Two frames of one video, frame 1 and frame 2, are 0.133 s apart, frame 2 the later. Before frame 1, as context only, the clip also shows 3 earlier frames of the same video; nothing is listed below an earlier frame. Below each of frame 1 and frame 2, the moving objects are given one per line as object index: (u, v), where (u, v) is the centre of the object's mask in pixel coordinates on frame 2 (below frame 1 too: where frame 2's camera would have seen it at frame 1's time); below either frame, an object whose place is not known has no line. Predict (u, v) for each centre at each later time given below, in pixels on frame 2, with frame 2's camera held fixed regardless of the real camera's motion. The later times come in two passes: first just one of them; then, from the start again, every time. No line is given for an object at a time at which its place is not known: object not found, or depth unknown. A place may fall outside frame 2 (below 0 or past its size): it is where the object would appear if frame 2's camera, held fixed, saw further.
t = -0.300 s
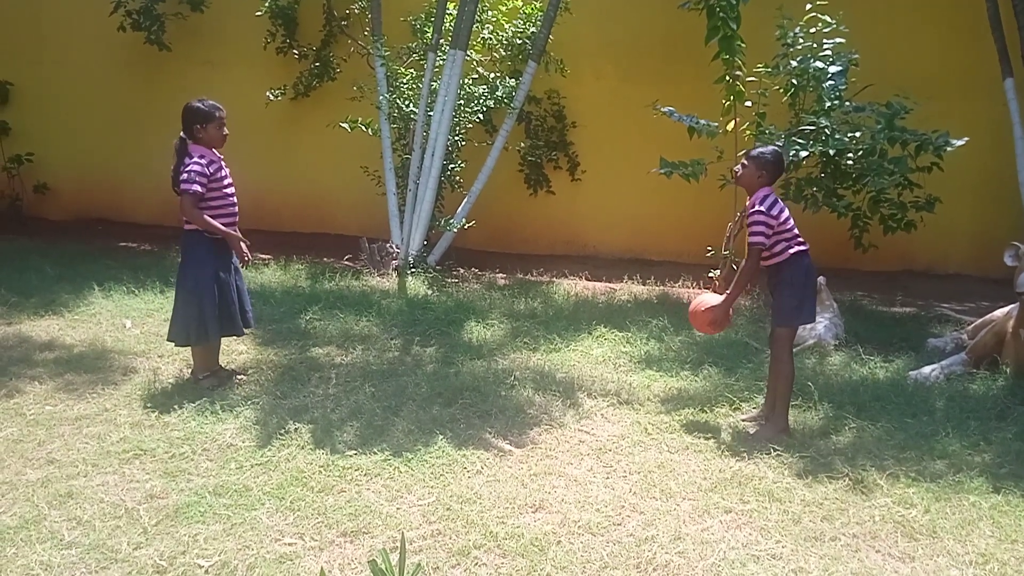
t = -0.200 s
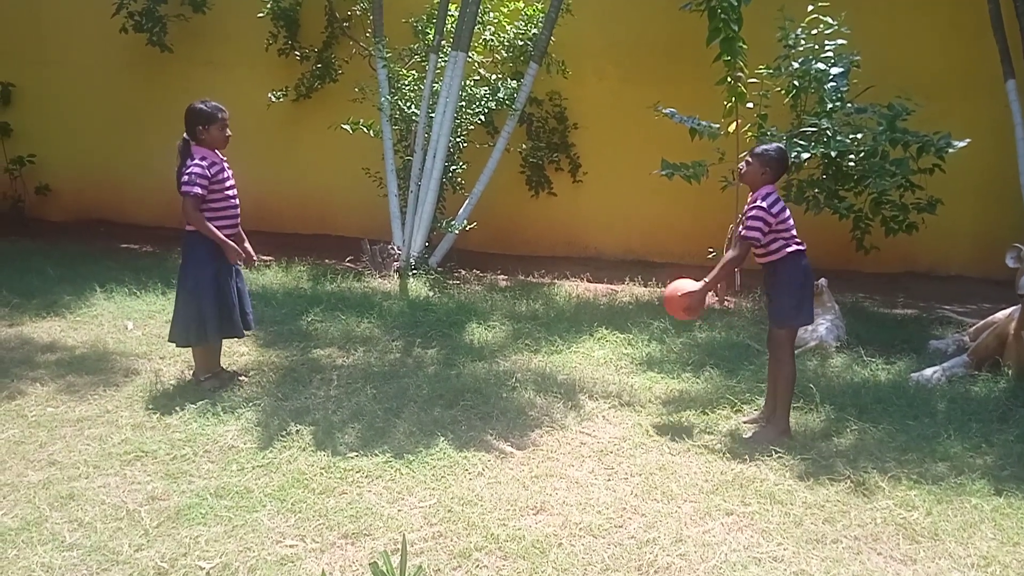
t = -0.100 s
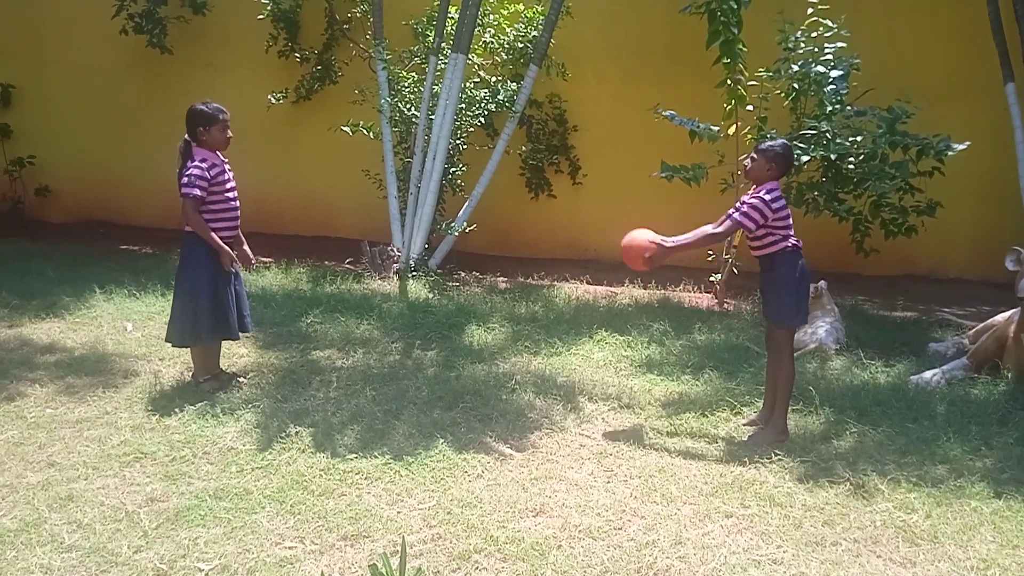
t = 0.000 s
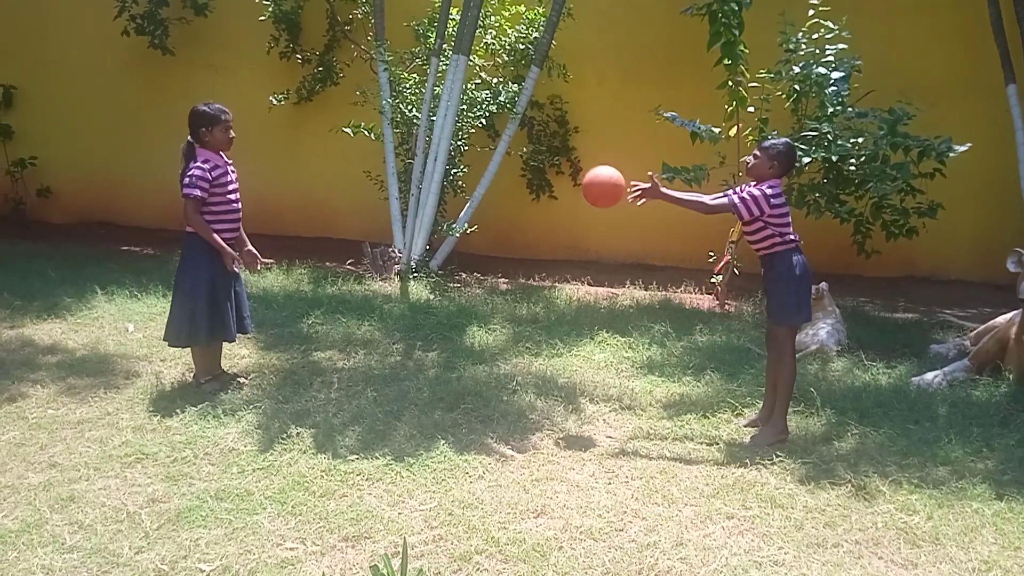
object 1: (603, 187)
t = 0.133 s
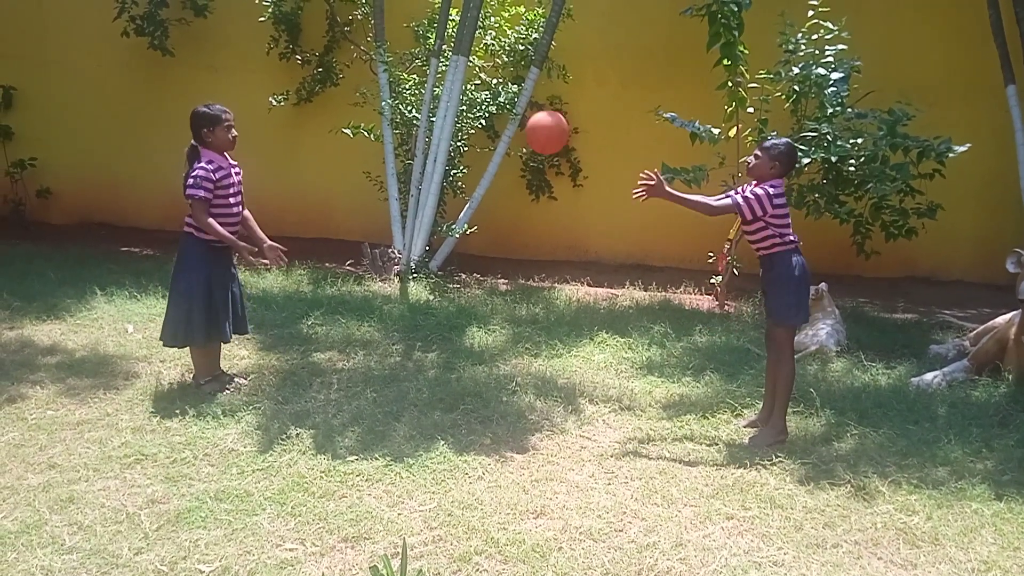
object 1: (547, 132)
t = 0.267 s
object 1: (487, 116)
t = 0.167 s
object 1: (533, 124)
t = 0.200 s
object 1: (518, 119)
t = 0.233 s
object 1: (503, 116)
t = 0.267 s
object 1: (487, 116)
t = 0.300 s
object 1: (472, 118)
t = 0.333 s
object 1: (456, 123)
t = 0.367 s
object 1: (440, 130)
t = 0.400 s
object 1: (424, 141)
